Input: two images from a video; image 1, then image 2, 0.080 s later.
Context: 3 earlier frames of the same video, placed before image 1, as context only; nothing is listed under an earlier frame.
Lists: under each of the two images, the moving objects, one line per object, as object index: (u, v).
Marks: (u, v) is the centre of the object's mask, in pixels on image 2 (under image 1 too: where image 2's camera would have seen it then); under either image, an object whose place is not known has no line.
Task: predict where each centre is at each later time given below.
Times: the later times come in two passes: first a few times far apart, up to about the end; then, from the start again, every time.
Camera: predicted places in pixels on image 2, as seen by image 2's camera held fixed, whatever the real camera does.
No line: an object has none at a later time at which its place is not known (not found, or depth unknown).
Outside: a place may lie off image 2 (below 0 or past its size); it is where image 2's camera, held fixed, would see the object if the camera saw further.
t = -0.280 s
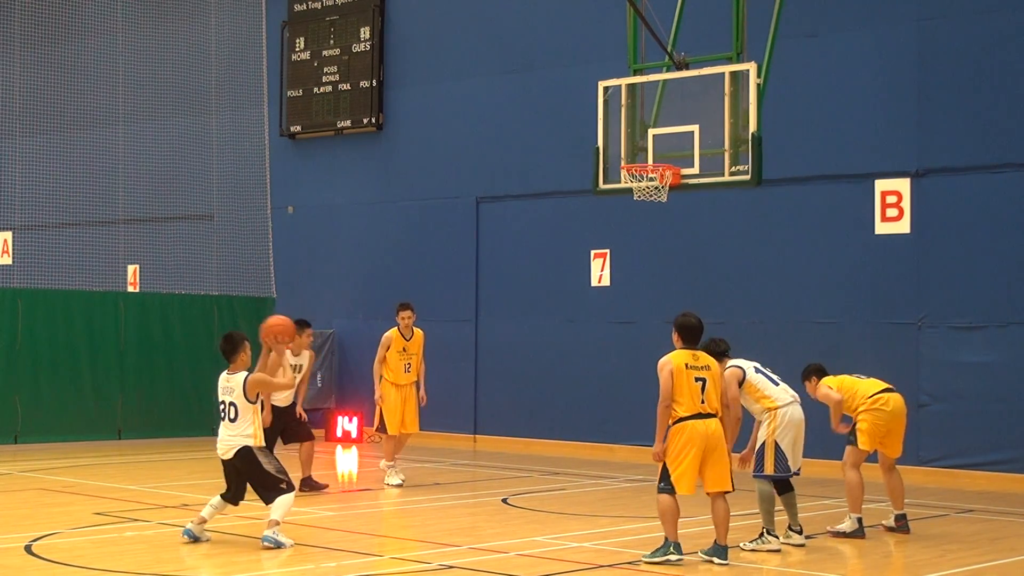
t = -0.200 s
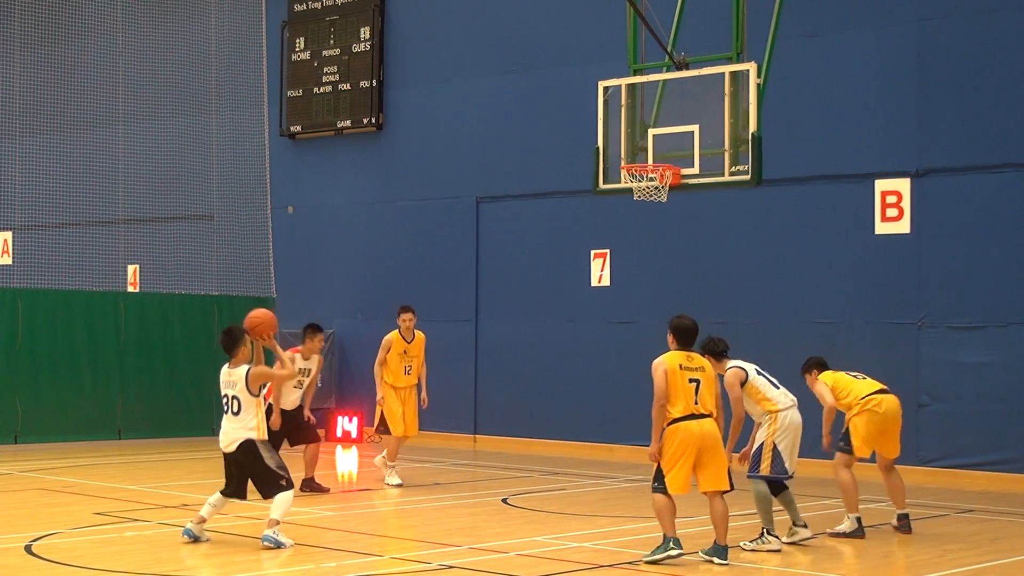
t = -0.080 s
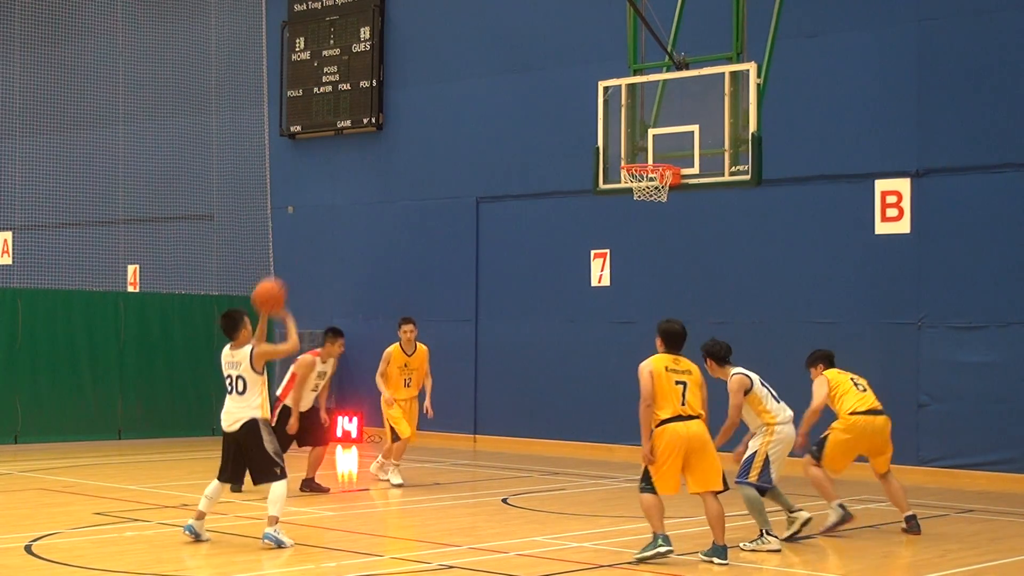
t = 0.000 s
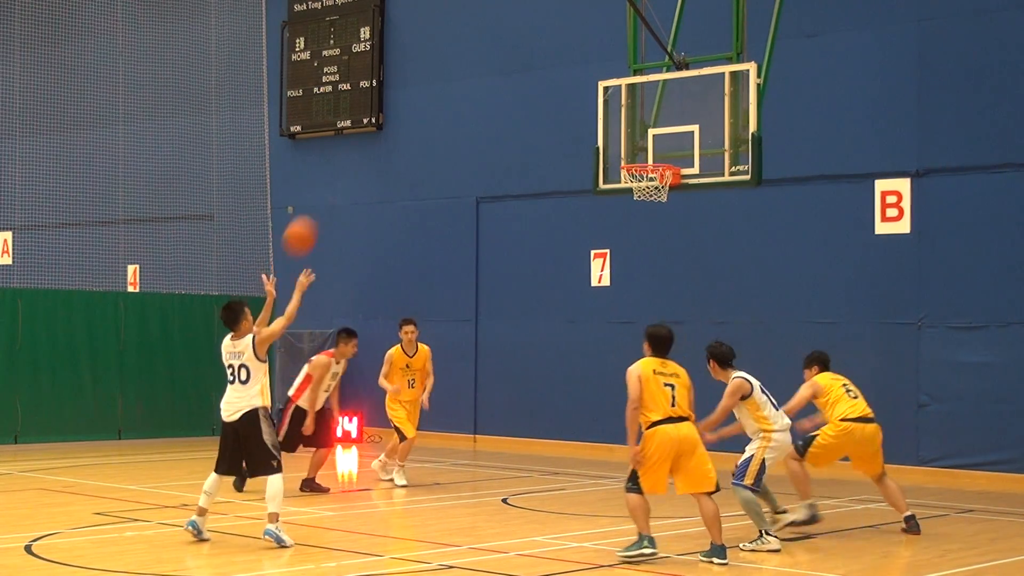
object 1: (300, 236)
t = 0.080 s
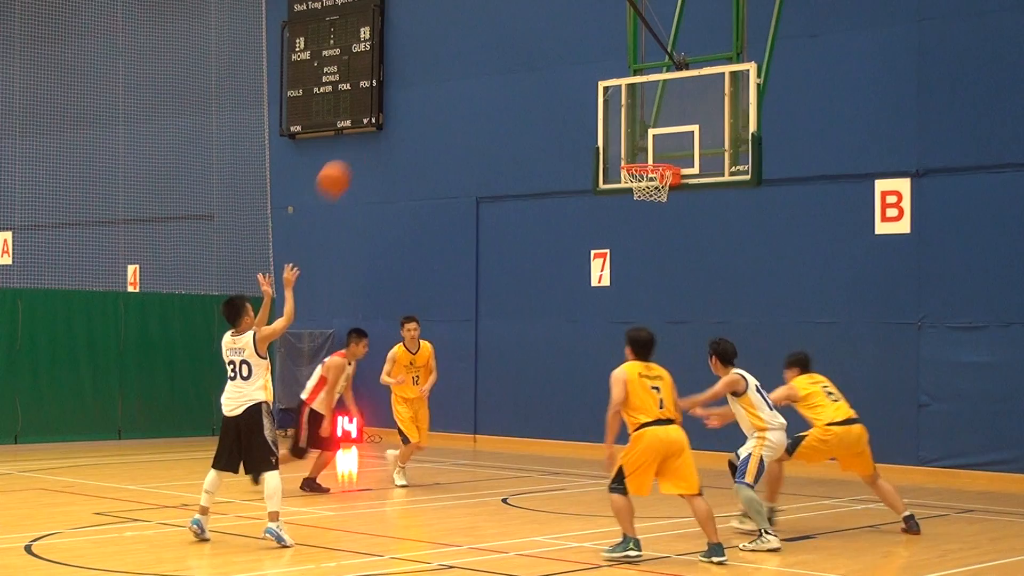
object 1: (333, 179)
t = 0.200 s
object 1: (381, 112)
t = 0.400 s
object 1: (454, 46)
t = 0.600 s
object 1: (521, 29)
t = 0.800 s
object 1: (582, 58)
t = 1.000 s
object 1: (638, 125)
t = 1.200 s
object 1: (630, 184)
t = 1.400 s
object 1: (653, 202)
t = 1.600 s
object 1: (672, 264)
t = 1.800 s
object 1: (692, 370)
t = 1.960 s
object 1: (707, 485)
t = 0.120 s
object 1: (350, 155)
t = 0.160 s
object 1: (366, 132)
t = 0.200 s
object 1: (381, 112)
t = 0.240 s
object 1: (396, 95)
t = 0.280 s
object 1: (412, 79)
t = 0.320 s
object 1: (426, 66)
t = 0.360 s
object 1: (440, 55)
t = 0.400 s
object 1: (454, 46)
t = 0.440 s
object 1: (469, 38)
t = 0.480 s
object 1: (482, 33)
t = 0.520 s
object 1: (495, 30)
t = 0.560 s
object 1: (508, 29)
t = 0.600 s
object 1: (521, 29)
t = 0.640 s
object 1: (533, 32)
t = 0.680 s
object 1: (546, 35)
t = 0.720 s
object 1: (558, 41)
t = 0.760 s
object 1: (570, 49)
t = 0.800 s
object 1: (582, 58)
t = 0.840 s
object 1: (593, 68)
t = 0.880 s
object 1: (605, 80)
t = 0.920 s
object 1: (617, 95)
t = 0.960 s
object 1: (628, 109)
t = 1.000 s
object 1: (638, 125)
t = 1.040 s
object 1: (648, 144)
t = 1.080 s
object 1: (660, 157)
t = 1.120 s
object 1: (646, 174)
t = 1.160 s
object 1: (628, 184)
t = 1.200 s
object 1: (630, 184)
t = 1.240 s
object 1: (637, 187)
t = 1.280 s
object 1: (640, 189)
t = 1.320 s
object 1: (644, 192)
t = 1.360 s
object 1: (647, 195)
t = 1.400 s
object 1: (653, 202)
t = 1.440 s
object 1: (656, 211)
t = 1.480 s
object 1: (660, 221)
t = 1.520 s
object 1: (664, 234)
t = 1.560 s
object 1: (668, 248)
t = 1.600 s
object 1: (672, 264)
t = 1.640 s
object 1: (676, 282)
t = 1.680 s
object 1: (680, 302)
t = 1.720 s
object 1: (684, 322)
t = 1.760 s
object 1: (688, 346)
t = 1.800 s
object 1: (692, 370)
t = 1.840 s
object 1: (696, 397)
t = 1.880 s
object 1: (700, 425)
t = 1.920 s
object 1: (704, 453)
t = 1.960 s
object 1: (707, 485)
